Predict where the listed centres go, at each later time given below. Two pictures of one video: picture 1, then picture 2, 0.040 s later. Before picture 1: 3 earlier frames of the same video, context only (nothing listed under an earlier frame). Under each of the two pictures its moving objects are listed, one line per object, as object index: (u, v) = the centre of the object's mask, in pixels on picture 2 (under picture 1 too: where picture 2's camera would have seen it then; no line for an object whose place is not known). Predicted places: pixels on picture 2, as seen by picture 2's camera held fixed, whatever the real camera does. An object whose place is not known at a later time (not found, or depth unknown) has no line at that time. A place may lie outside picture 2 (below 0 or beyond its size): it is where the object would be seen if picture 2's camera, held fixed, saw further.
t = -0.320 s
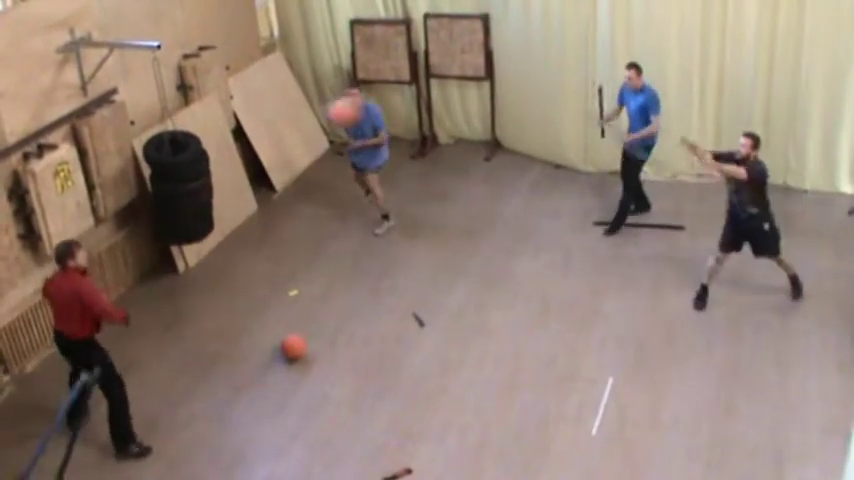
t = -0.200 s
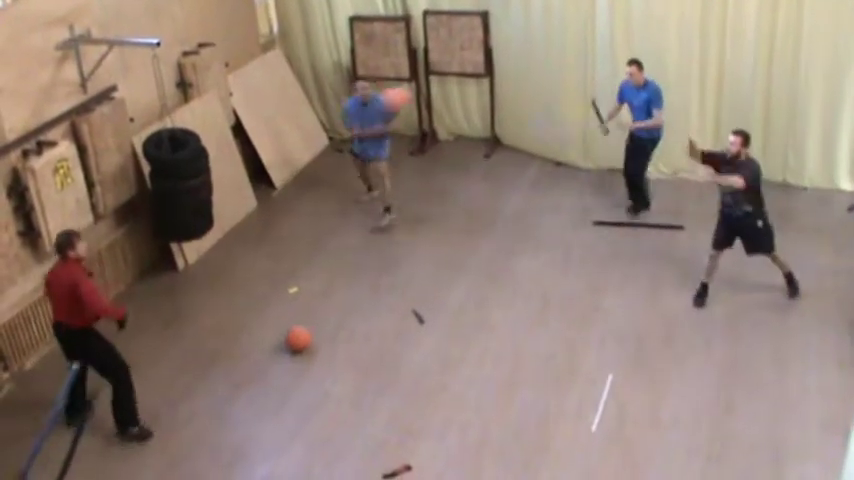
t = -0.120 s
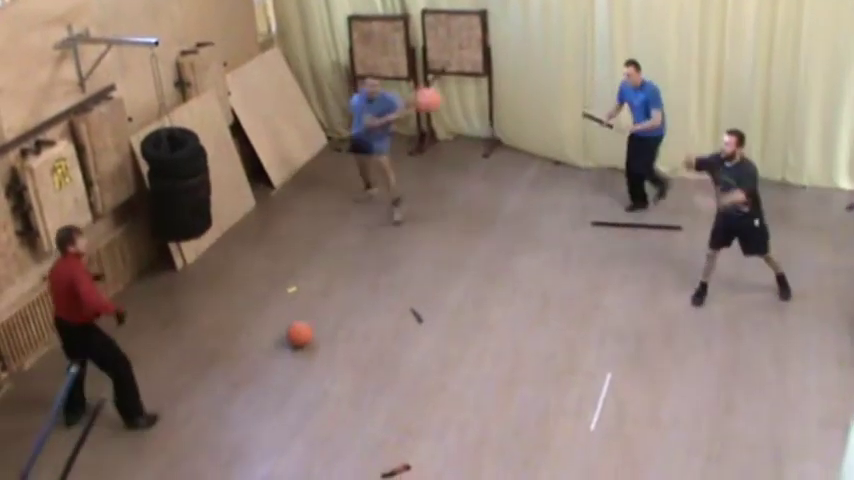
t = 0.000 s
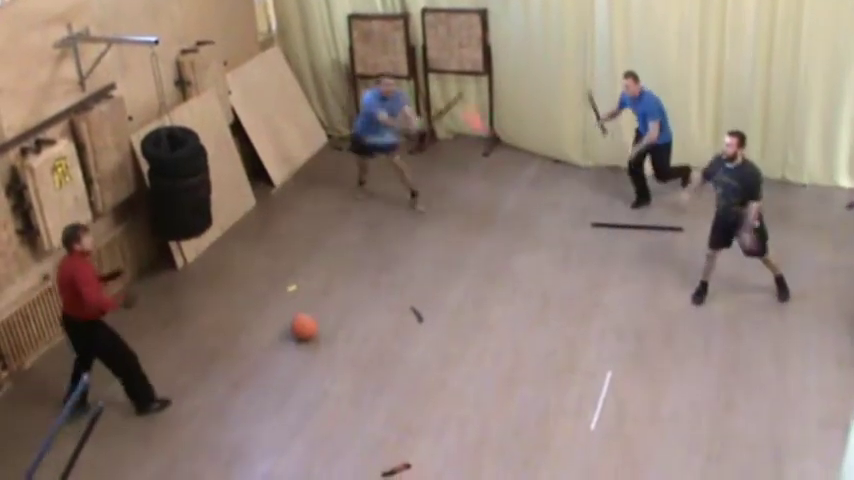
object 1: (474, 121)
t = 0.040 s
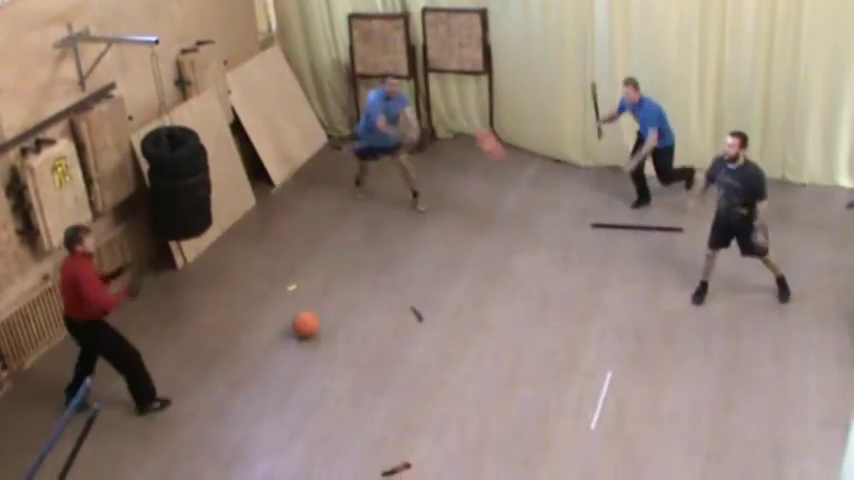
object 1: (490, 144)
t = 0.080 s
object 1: (503, 161)
